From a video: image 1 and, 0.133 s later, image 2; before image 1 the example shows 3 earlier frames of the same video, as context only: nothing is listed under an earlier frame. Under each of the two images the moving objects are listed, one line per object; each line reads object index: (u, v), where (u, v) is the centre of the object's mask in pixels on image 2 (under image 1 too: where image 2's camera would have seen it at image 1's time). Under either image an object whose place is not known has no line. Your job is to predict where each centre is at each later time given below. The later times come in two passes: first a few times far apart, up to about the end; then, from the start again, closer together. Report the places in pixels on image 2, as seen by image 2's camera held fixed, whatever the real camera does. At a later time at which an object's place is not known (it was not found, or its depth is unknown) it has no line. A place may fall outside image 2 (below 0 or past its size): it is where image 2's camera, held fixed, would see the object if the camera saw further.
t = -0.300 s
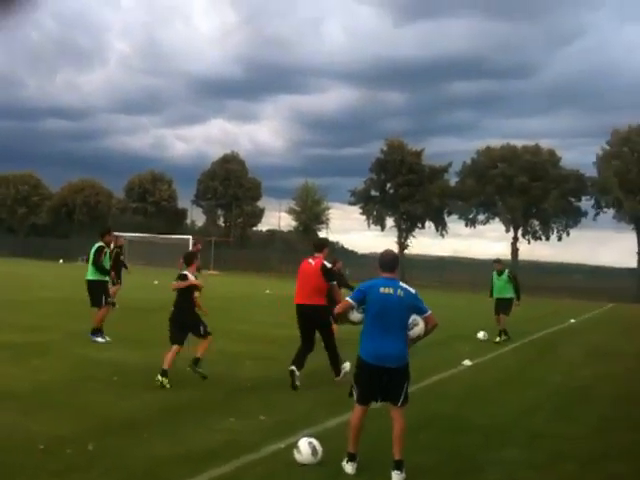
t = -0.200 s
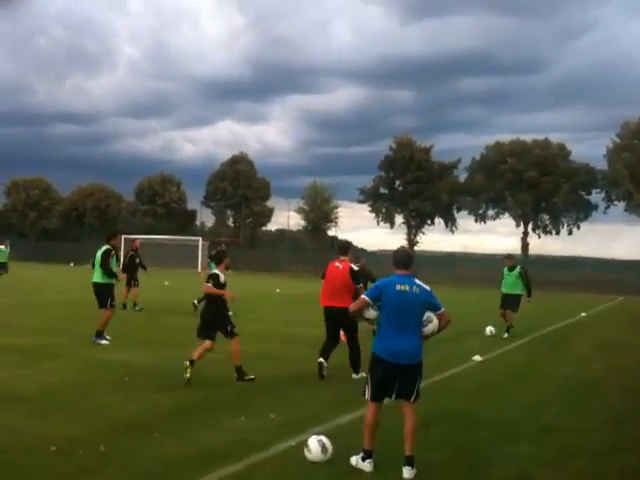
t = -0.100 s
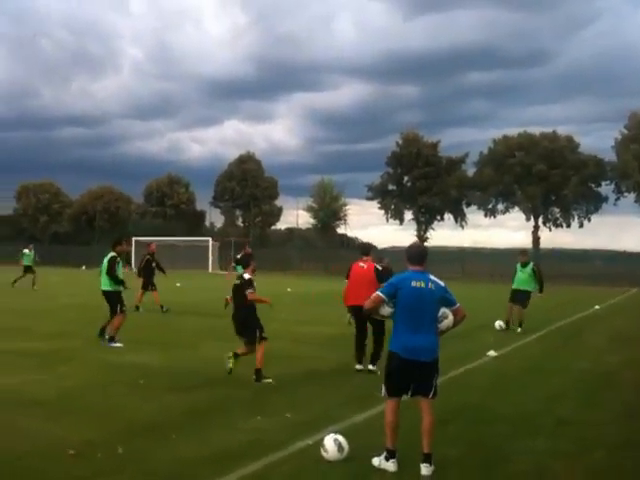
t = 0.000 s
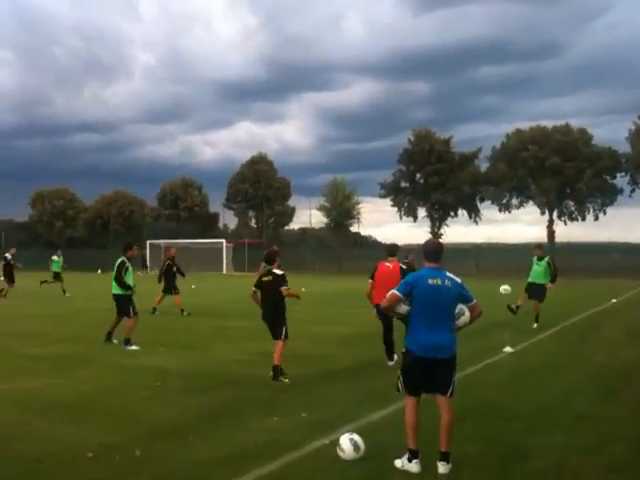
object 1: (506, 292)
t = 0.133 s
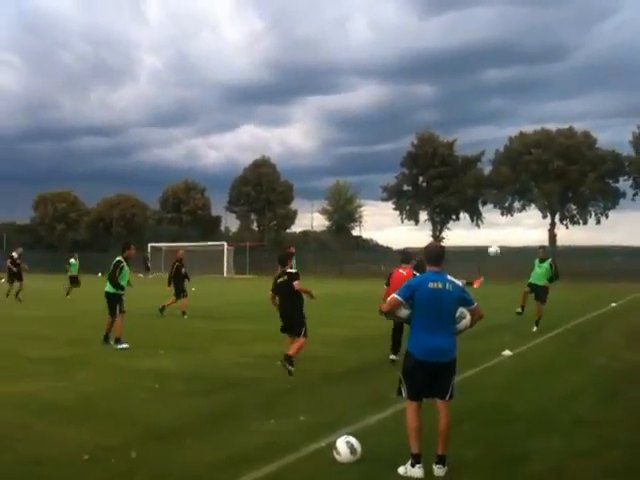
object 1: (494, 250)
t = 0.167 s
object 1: (491, 243)
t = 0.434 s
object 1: (465, 176)
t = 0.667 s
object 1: (439, 143)
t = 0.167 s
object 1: (491, 243)
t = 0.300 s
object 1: (479, 204)
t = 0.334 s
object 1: (475, 198)
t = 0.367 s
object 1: (472, 190)
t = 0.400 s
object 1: (469, 183)
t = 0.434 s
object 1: (465, 176)
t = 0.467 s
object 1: (461, 170)
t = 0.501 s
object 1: (457, 164)
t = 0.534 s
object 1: (453, 159)
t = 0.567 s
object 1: (450, 154)
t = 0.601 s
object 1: (446, 150)
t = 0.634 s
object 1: (443, 147)
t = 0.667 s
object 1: (439, 143)
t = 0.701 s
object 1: (435, 142)
